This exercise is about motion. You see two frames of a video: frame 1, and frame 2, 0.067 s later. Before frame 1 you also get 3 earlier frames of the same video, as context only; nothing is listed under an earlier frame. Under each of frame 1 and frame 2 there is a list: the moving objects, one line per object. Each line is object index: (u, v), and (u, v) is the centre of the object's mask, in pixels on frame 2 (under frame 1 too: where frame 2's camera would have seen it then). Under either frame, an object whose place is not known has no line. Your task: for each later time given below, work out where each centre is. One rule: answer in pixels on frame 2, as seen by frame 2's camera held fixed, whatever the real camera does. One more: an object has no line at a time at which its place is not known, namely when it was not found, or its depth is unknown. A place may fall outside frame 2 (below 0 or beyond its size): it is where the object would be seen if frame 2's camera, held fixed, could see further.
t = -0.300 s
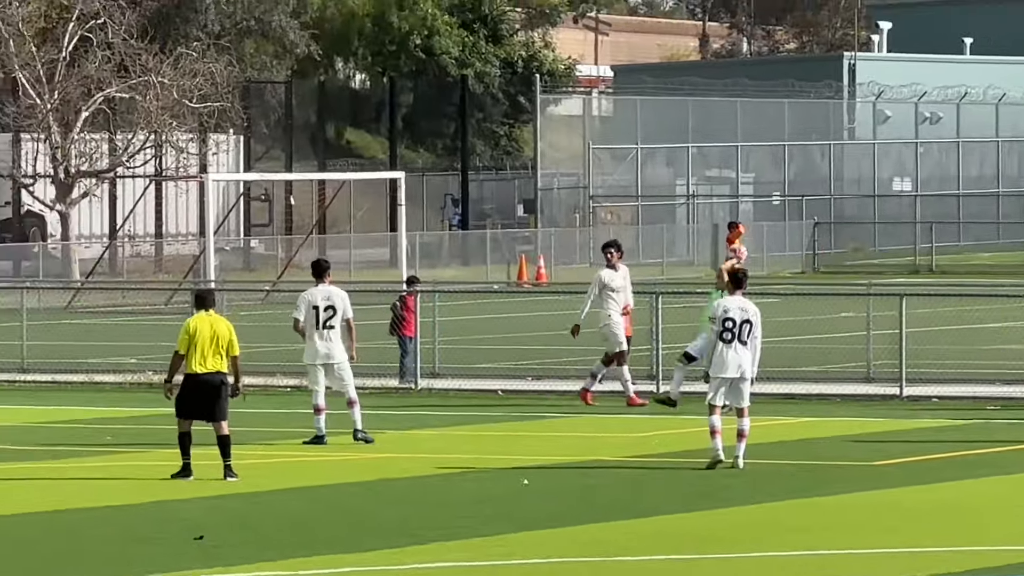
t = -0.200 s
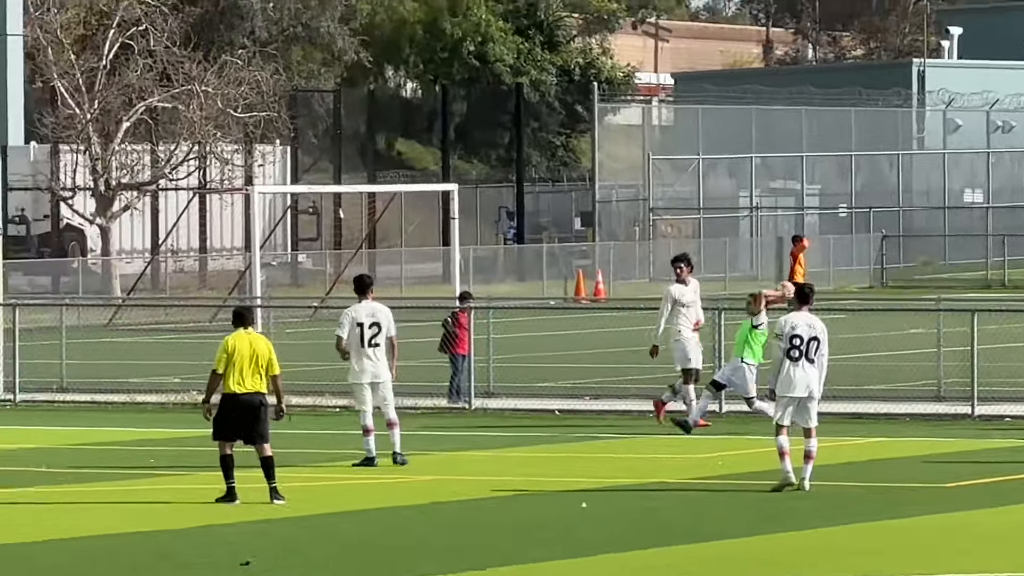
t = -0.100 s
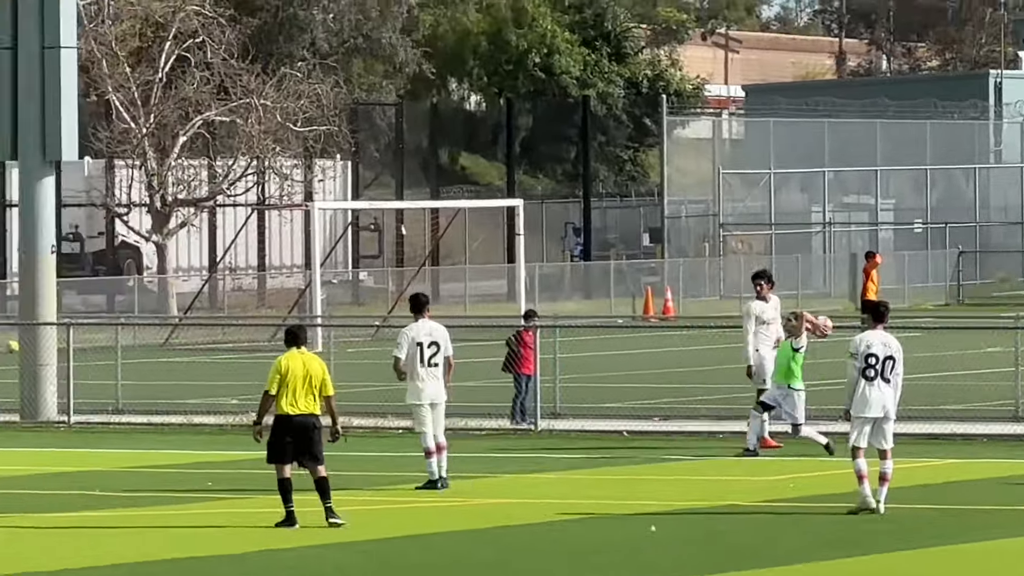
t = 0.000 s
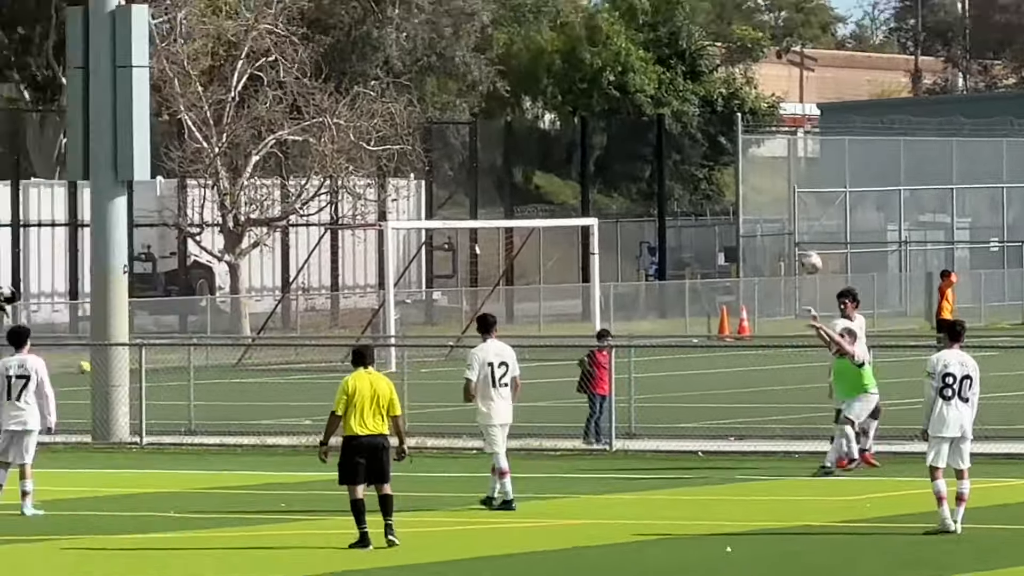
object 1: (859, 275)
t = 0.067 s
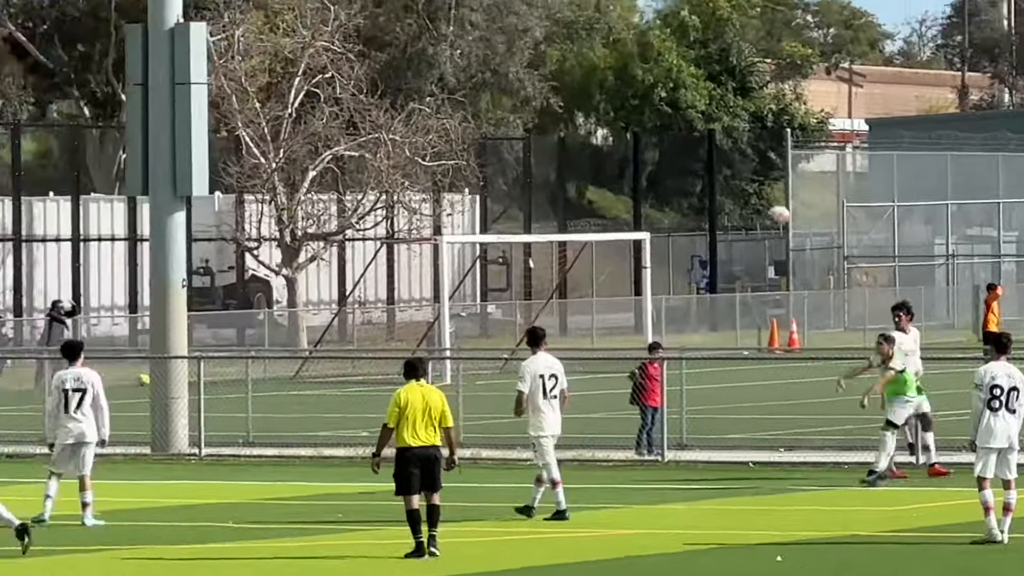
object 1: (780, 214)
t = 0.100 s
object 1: (738, 188)
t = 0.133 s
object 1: (696, 160)
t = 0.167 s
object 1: (655, 136)
